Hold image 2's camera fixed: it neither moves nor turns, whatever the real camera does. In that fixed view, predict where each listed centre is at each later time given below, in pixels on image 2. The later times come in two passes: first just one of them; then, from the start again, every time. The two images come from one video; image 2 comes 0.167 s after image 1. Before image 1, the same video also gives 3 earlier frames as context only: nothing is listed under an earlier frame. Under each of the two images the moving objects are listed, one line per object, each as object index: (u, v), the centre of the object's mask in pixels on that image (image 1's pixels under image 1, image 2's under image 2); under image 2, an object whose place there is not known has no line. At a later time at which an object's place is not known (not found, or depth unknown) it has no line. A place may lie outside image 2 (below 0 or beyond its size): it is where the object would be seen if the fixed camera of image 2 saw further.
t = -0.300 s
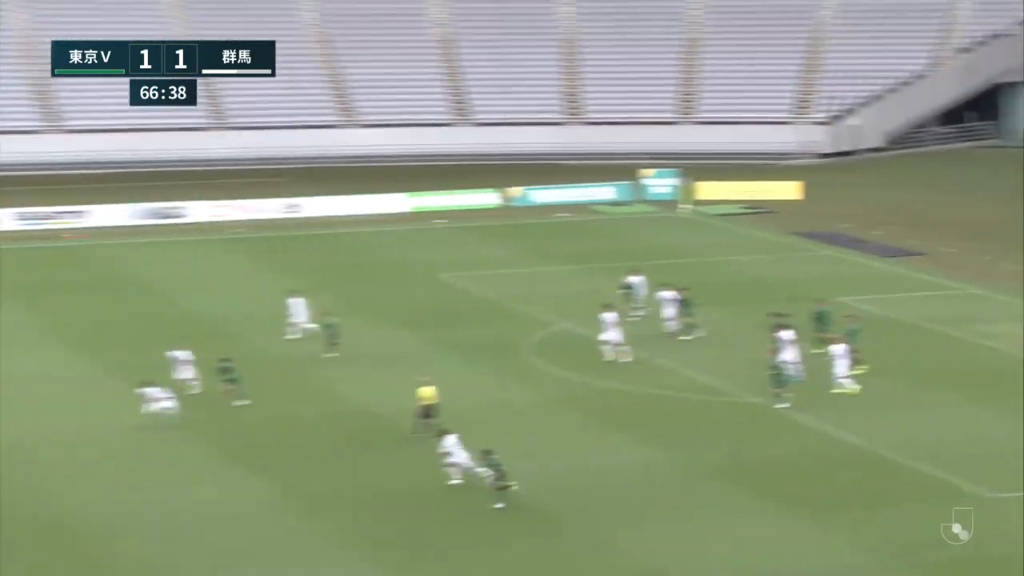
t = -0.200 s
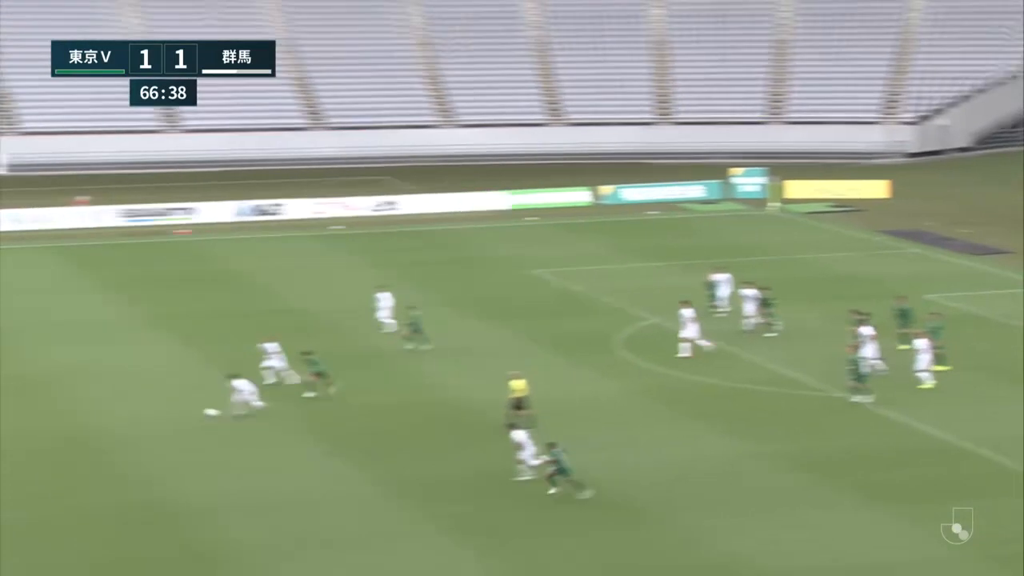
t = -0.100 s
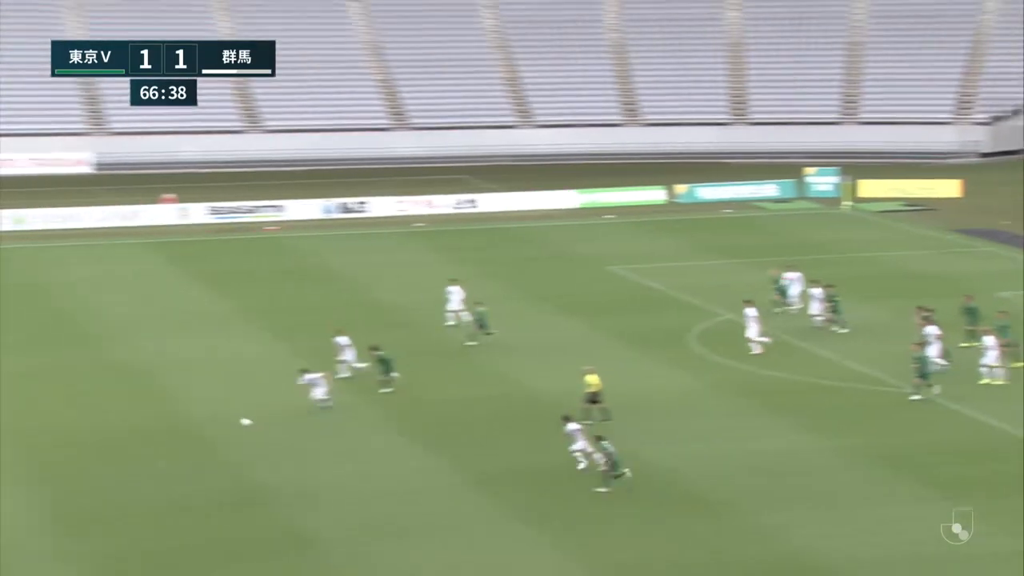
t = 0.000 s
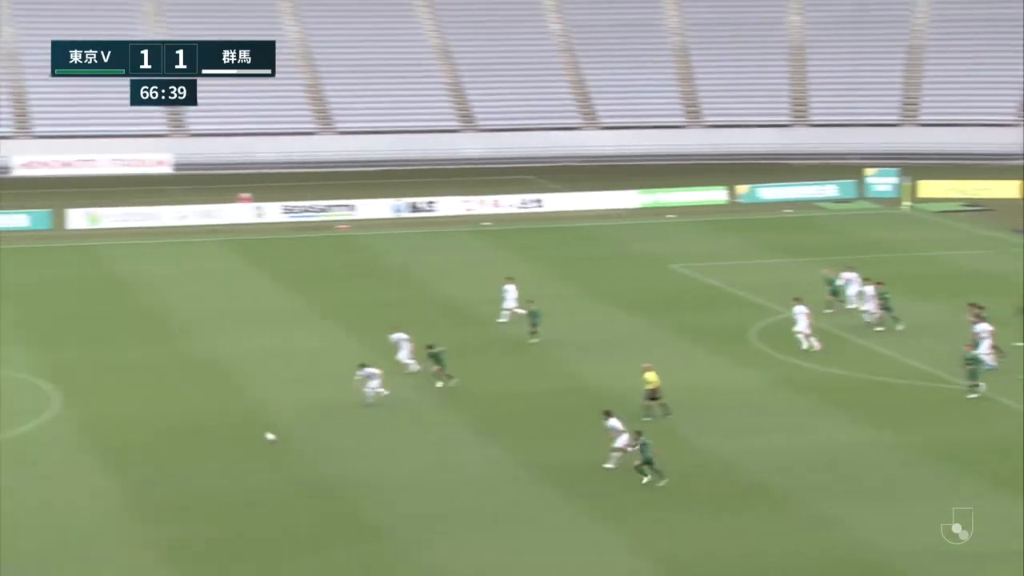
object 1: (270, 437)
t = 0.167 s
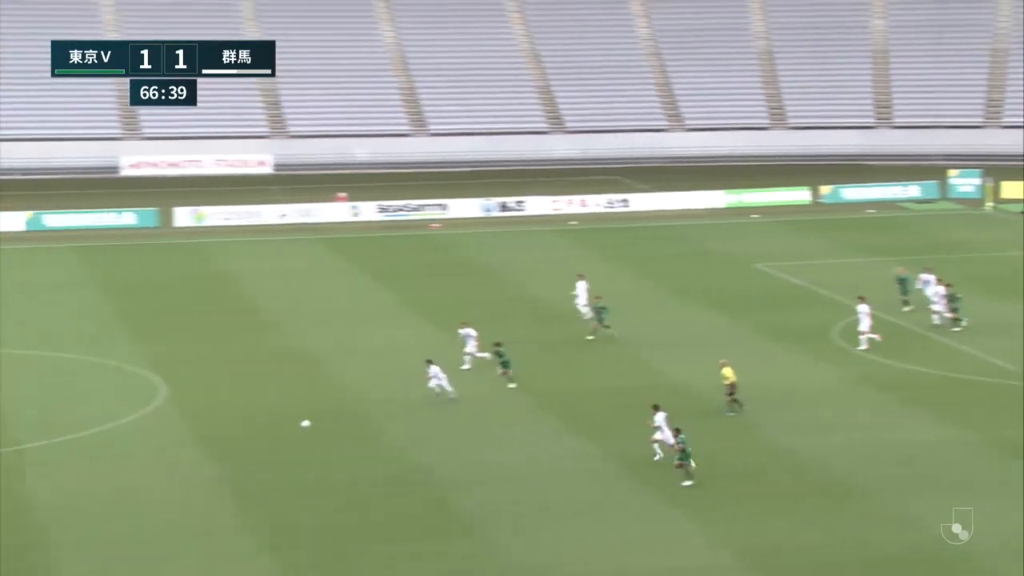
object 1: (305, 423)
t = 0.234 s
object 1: (282, 423)
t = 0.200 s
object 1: (294, 423)
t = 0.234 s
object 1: (282, 423)
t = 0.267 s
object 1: (271, 424)
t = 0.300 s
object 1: (260, 424)
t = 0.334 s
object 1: (248, 426)
